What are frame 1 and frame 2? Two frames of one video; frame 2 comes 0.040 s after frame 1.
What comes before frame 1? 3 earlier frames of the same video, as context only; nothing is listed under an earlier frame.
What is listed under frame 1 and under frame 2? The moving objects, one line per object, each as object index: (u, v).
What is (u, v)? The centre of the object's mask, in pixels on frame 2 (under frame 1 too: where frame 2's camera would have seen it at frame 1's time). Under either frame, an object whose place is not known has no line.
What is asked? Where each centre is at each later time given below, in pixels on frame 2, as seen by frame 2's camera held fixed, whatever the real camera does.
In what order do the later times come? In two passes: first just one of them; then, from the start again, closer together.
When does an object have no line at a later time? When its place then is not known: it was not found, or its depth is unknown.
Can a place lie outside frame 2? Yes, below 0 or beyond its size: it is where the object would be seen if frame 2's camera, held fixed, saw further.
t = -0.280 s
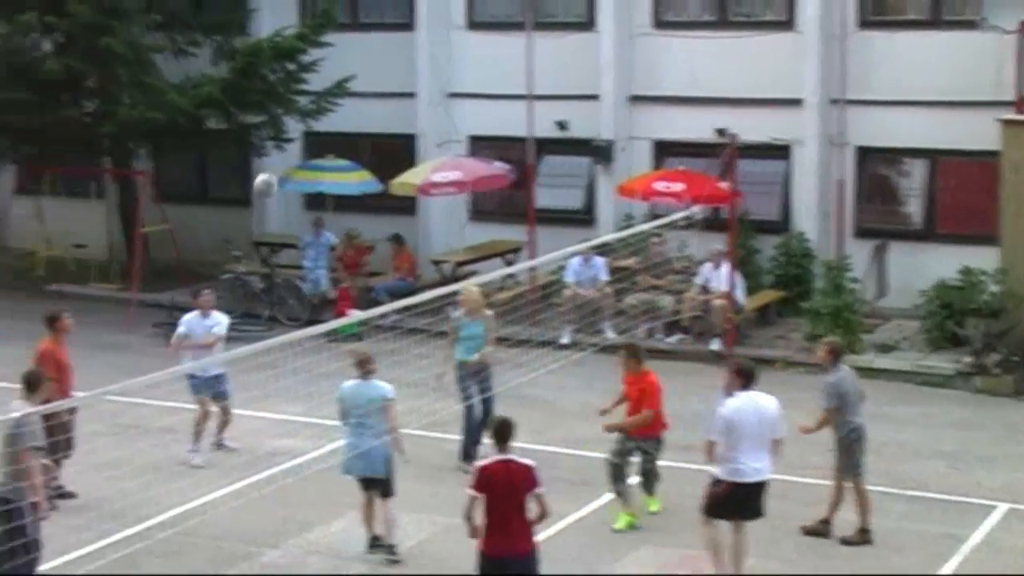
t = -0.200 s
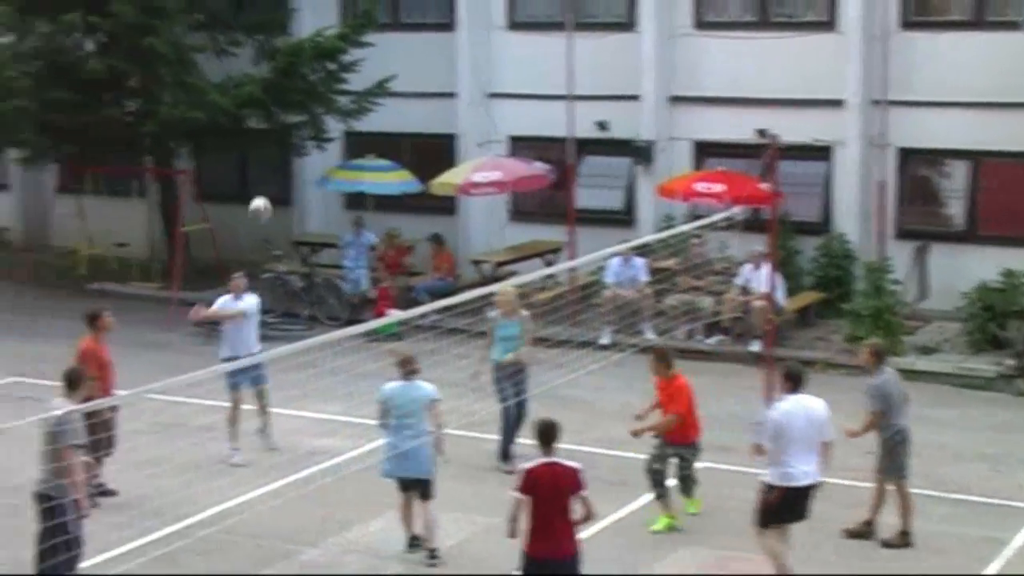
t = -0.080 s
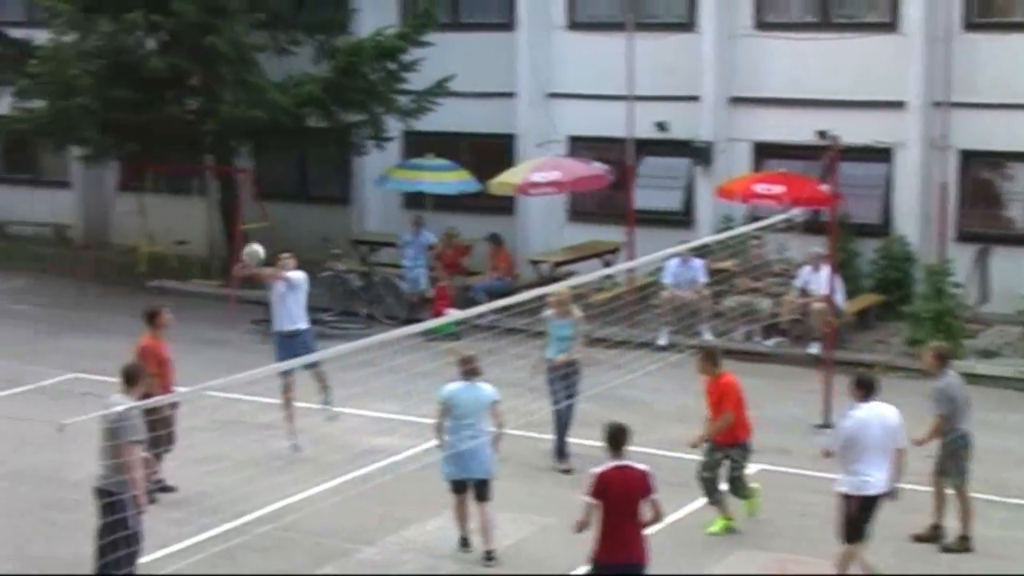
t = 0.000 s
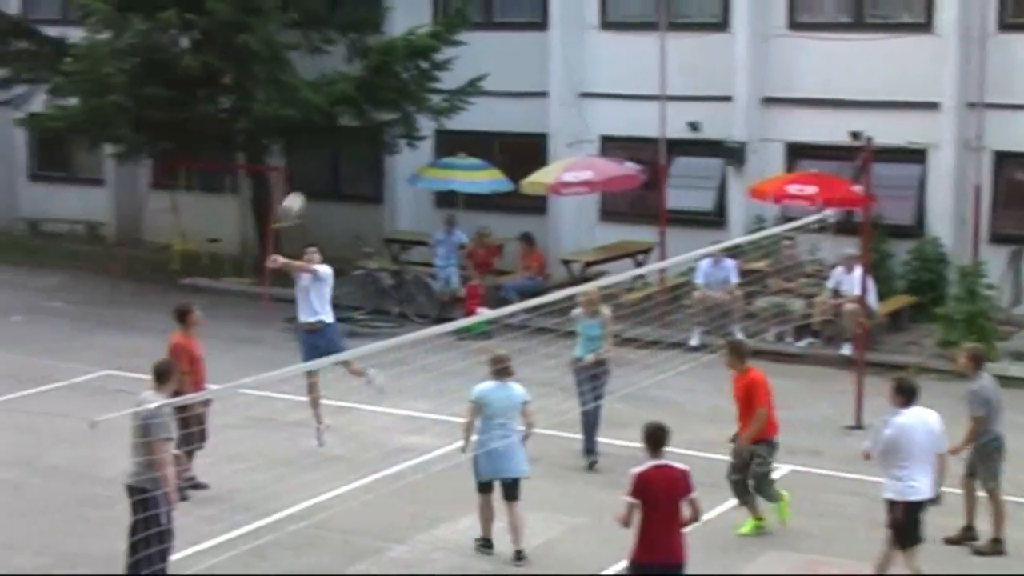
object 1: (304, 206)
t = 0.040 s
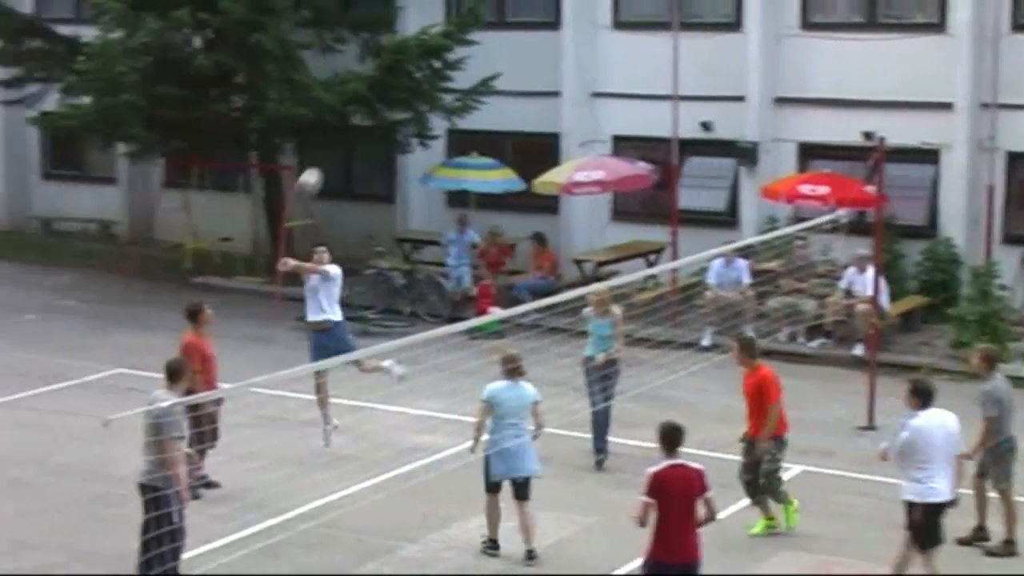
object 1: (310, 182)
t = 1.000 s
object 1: (441, 123)
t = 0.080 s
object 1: (314, 161)
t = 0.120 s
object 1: (319, 141)
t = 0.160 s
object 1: (324, 122)
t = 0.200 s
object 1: (330, 105)
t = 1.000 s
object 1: (441, 123)
